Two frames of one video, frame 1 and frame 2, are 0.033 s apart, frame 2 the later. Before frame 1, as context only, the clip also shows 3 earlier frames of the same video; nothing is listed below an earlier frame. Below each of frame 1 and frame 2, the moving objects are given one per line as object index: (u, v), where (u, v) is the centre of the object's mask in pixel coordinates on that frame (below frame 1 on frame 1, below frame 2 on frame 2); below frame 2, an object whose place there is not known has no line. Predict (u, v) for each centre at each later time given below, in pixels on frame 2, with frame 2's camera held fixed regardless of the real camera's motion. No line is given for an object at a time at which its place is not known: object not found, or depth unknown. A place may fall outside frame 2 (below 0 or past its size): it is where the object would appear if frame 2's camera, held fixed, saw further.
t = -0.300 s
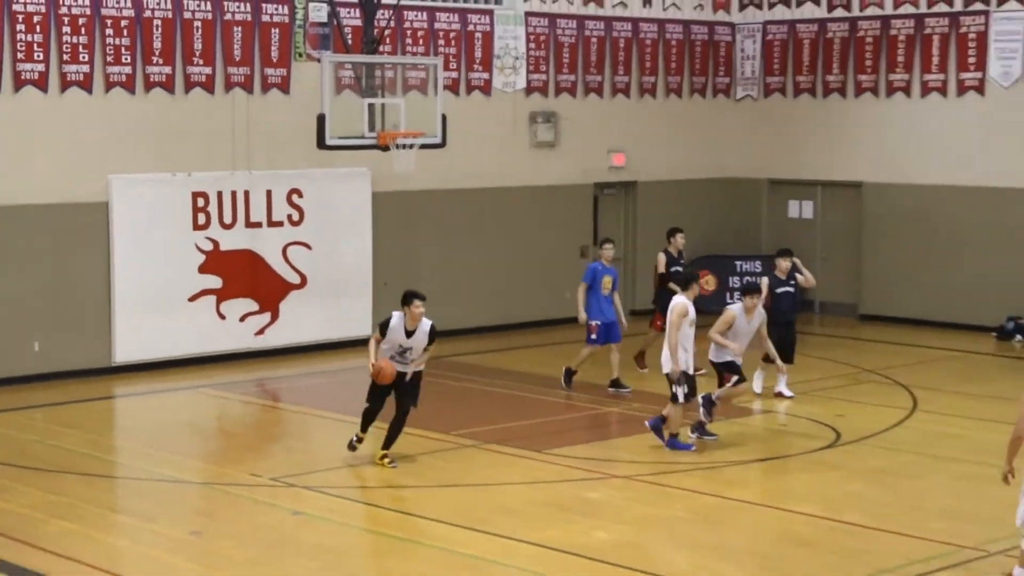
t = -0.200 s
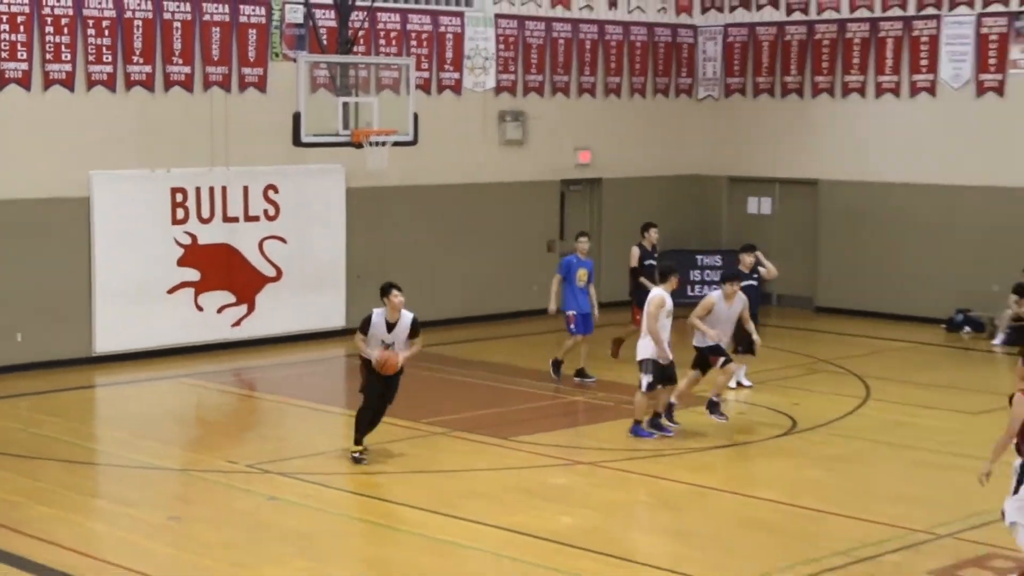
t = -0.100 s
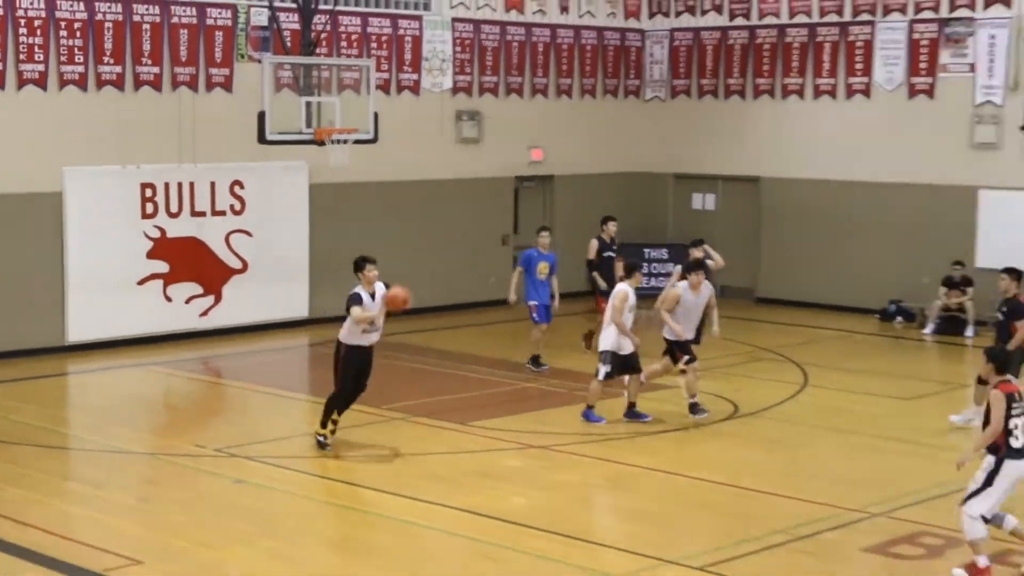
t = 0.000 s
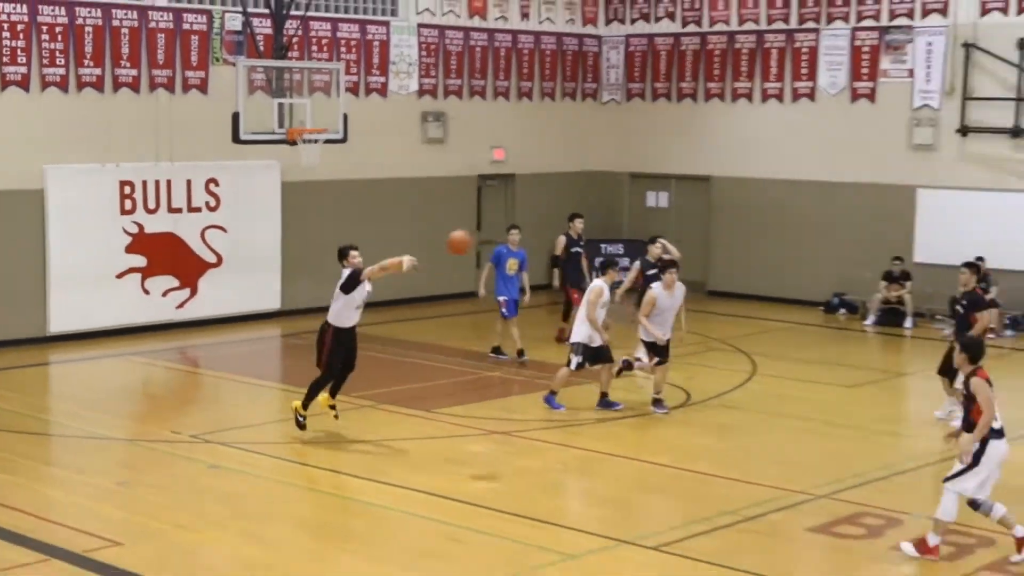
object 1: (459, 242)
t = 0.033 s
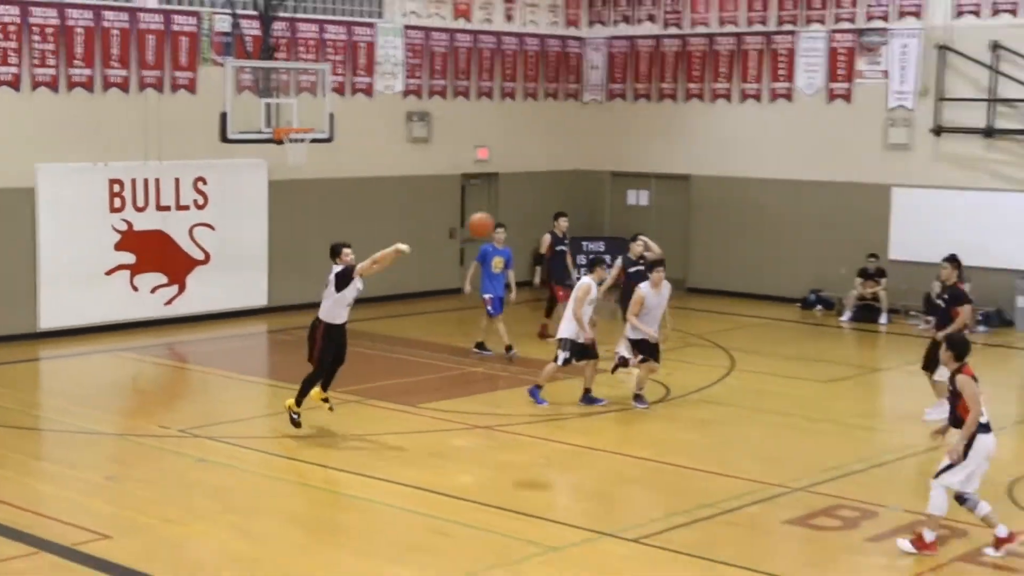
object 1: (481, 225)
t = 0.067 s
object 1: (519, 210)
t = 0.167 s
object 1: (638, 171)
